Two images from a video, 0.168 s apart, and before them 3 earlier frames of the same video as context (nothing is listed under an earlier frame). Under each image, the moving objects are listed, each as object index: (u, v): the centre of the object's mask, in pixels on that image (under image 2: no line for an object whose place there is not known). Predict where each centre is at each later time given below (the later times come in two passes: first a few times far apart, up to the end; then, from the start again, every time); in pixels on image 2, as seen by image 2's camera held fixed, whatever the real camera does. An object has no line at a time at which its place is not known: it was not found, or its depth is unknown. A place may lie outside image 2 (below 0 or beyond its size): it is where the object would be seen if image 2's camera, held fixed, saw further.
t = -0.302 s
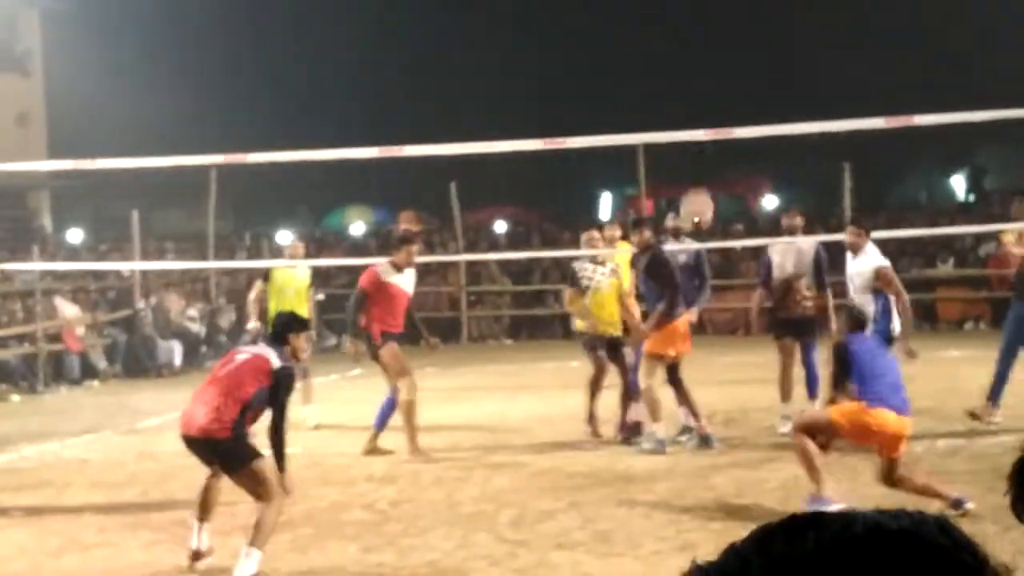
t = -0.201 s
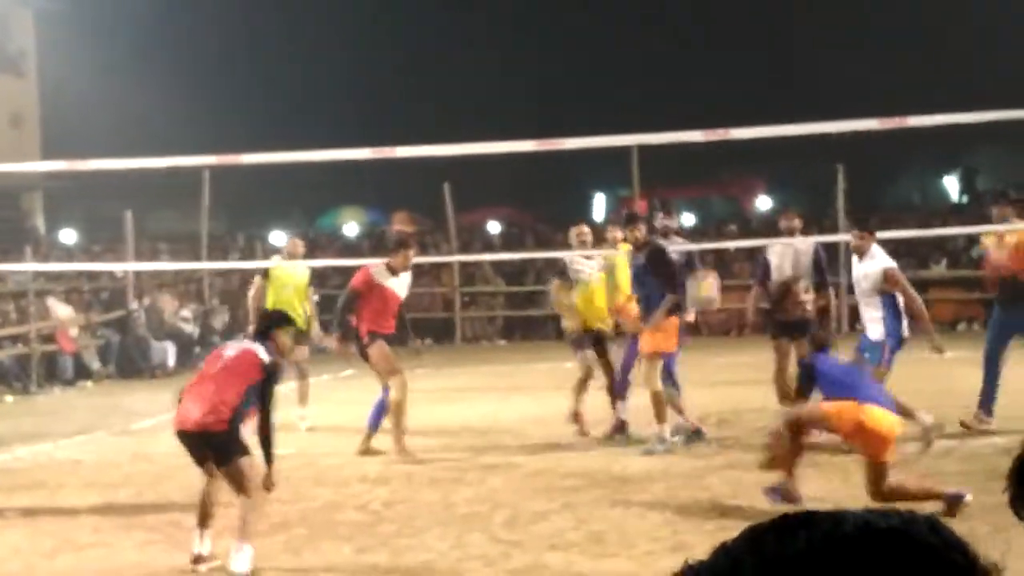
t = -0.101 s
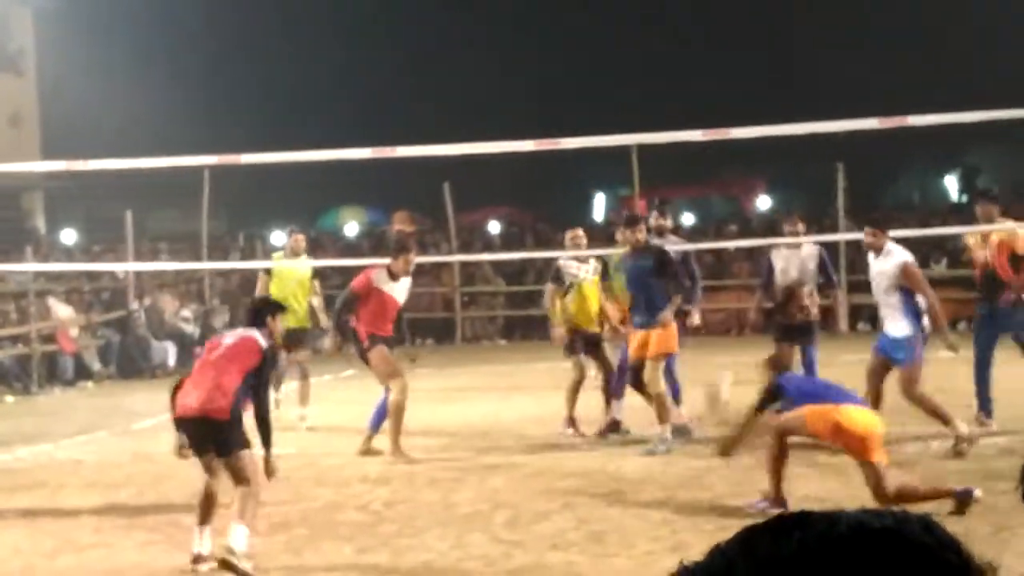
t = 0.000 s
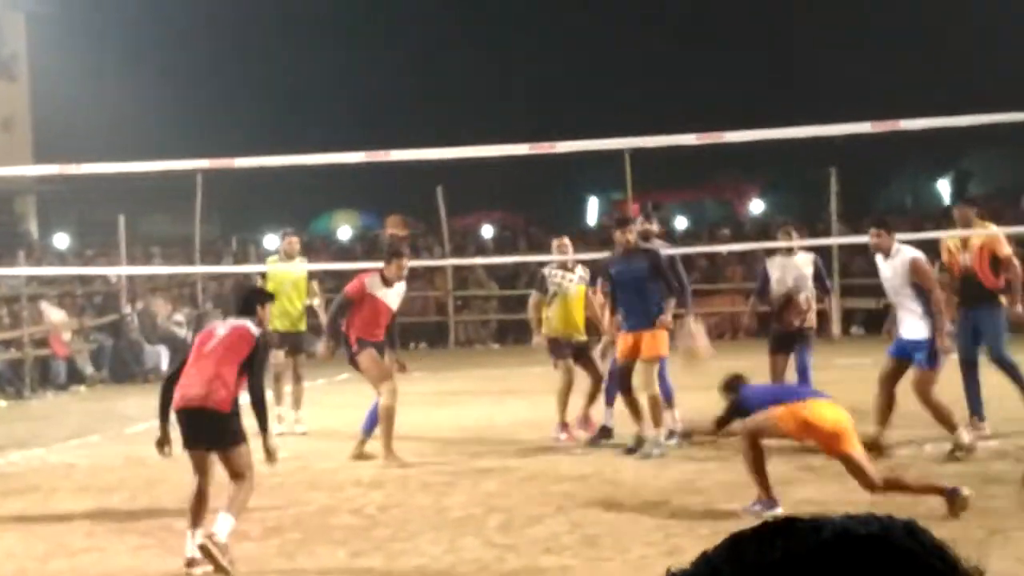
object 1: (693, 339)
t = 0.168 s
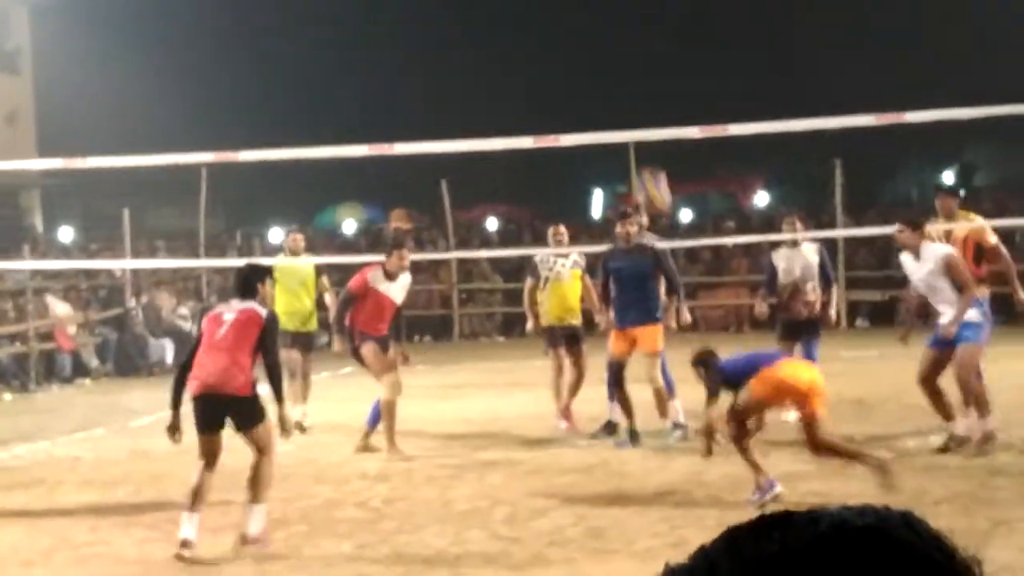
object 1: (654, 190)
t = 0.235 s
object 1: (637, 148)
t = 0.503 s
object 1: (578, 41)
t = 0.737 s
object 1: (534, 39)
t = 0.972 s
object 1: (495, 106)
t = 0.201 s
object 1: (644, 169)
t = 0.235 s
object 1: (637, 148)
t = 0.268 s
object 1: (628, 126)
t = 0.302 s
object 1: (620, 110)
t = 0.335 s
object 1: (613, 94)
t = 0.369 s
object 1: (606, 81)
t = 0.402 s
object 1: (599, 68)
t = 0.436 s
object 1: (592, 58)
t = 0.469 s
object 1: (585, 49)
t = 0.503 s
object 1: (578, 41)
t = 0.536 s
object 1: (570, 36)
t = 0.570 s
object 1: (565, 32)
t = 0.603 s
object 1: (558, 31)
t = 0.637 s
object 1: (551, 30)
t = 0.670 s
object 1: (545, 30)
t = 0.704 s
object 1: (539, 34)
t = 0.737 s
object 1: (534, 39)
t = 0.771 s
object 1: (528, 44)
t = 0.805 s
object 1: (521, 51)
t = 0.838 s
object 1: (514, 57)
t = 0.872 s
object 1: (510, 68)
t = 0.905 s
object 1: (505, 80)
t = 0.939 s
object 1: (500, 92)
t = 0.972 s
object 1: (495, 106)
